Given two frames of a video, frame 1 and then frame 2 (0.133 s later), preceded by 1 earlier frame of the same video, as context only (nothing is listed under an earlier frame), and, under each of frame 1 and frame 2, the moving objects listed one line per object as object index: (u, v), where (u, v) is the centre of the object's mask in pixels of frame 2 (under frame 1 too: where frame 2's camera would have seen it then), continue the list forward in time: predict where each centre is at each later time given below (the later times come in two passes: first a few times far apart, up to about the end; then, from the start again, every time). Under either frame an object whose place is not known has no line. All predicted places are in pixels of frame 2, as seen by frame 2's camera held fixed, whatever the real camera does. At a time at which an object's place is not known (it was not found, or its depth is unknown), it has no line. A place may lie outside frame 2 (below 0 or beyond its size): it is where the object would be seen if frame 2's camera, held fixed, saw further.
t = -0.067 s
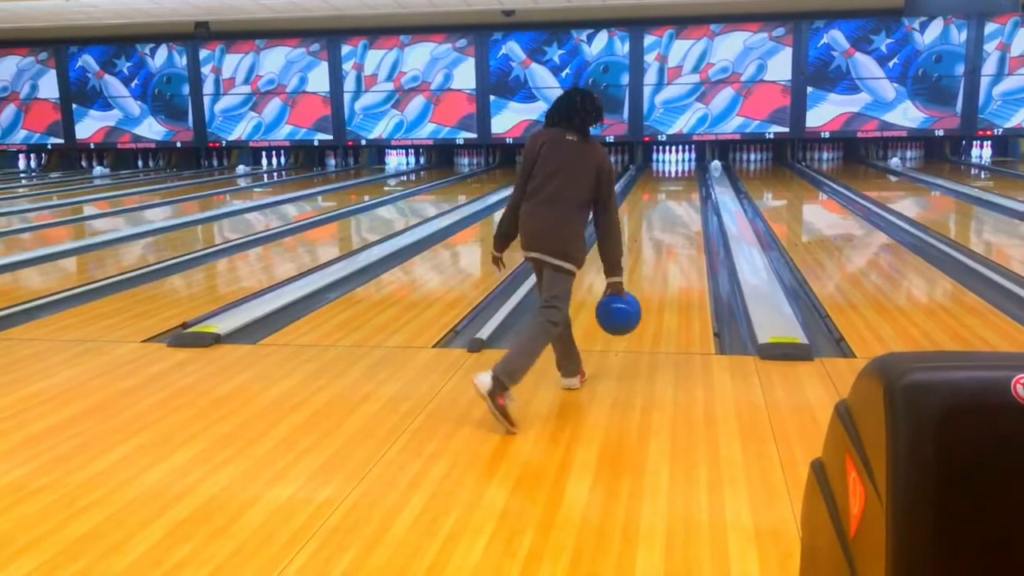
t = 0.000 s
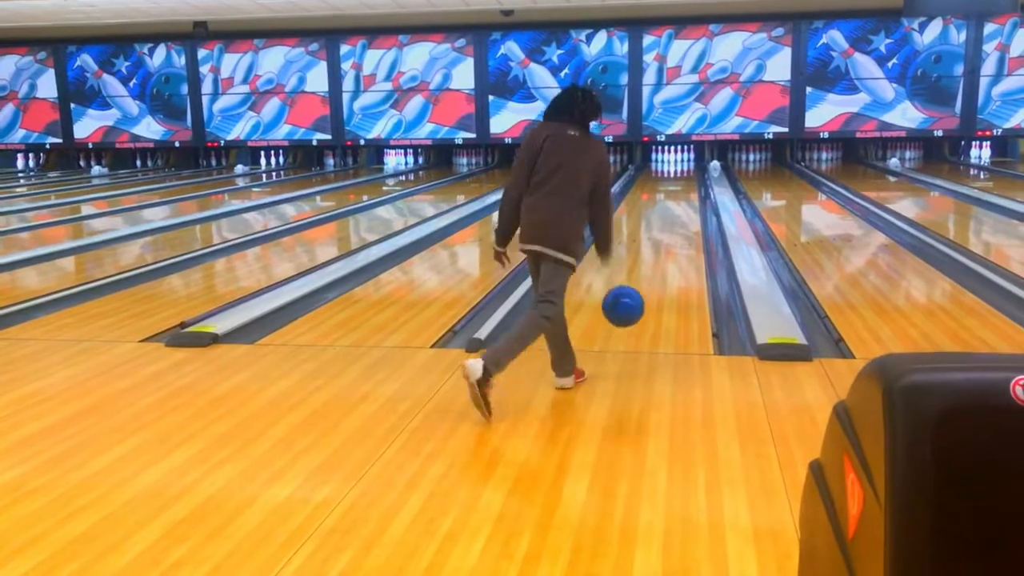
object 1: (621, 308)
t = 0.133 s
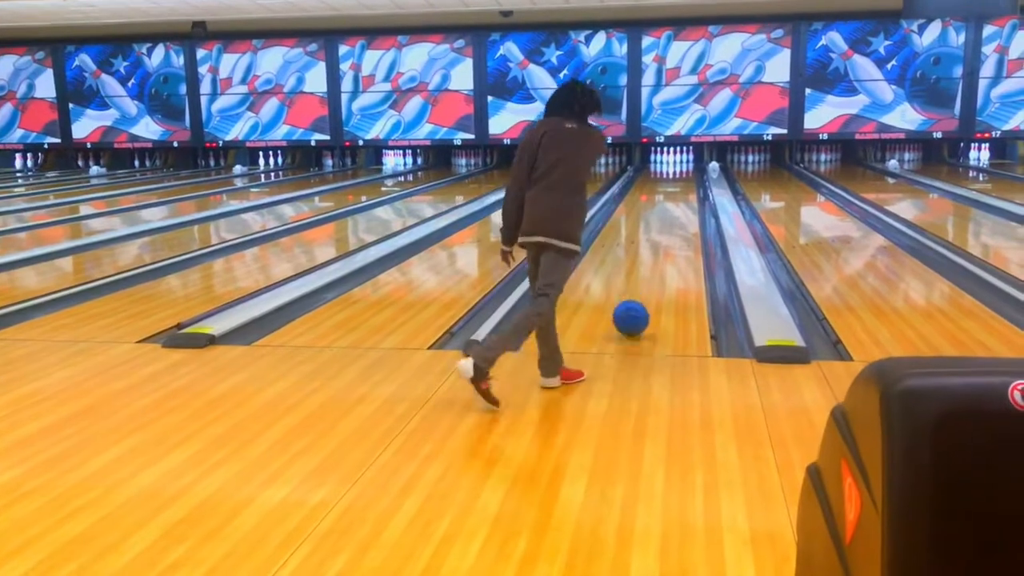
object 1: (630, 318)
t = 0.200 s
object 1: (634, 306)
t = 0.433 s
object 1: (644, 272)
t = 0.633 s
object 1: (651, 250)
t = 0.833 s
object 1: (656, 234)
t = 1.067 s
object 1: (661, 219)
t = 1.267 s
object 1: (664, 208)
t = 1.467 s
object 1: (666, 201)
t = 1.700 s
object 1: (667, 191)
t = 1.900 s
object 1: (668, 187)
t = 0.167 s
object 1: (632, 312)
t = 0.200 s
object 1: (634, 306)
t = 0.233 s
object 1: (636, 301)
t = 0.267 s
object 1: (638, 295)
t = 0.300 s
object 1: (639, 290)
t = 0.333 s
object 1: (641, 285)
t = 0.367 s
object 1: (642, 280)
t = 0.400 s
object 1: (643, 276)
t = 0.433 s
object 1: (644, 272)
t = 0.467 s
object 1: (646, 268)
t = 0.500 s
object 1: (647, 264)
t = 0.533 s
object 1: (648, 260)
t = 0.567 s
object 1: (649, 257)
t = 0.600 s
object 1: (650, 253)
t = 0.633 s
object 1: (651, 250)
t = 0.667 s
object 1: (652, 247)
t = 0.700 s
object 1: (653, 244)
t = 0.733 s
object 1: (654, 241)
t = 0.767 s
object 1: (654, 239)
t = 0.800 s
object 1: (655, 236)
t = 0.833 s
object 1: (656, 234)
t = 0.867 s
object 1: (657, 231)
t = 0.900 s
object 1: (657, 229)
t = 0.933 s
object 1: (658, 227)
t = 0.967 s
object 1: (659, 225)
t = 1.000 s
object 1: (659, 222)
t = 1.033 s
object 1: (660, 221)
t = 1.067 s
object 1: (661, 219)
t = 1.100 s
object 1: (661, 217)
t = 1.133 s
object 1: (662, 215)
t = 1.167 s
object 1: (662, 213)
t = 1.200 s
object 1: (663, 212)
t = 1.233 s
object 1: (663, 210)
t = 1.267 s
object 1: (664, 208)
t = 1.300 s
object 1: (664, 207)
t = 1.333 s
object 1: (665, 206)
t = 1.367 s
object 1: (665, 204)
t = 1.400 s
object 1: (666, 203)
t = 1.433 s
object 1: (666, 202)
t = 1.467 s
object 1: (666, 201)
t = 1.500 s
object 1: (667, 199)
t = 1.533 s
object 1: (667, 198)
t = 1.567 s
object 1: (668, 196)
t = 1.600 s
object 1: (668, 195)
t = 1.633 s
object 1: (668, 194)
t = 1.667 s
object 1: (668, 194)
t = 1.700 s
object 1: (667, 191)
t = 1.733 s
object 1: (669, 190)
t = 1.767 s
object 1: (669, 189)
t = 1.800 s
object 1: (668, 188)
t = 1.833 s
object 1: (668, 188)
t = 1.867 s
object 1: (668, 188)
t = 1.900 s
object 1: (668, 187)
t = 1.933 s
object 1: (668, 186)
